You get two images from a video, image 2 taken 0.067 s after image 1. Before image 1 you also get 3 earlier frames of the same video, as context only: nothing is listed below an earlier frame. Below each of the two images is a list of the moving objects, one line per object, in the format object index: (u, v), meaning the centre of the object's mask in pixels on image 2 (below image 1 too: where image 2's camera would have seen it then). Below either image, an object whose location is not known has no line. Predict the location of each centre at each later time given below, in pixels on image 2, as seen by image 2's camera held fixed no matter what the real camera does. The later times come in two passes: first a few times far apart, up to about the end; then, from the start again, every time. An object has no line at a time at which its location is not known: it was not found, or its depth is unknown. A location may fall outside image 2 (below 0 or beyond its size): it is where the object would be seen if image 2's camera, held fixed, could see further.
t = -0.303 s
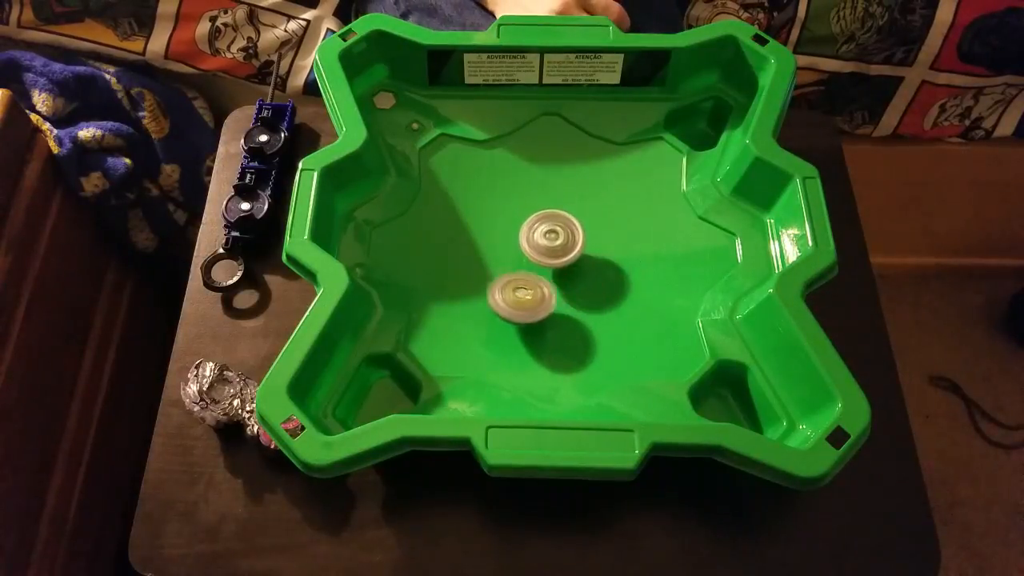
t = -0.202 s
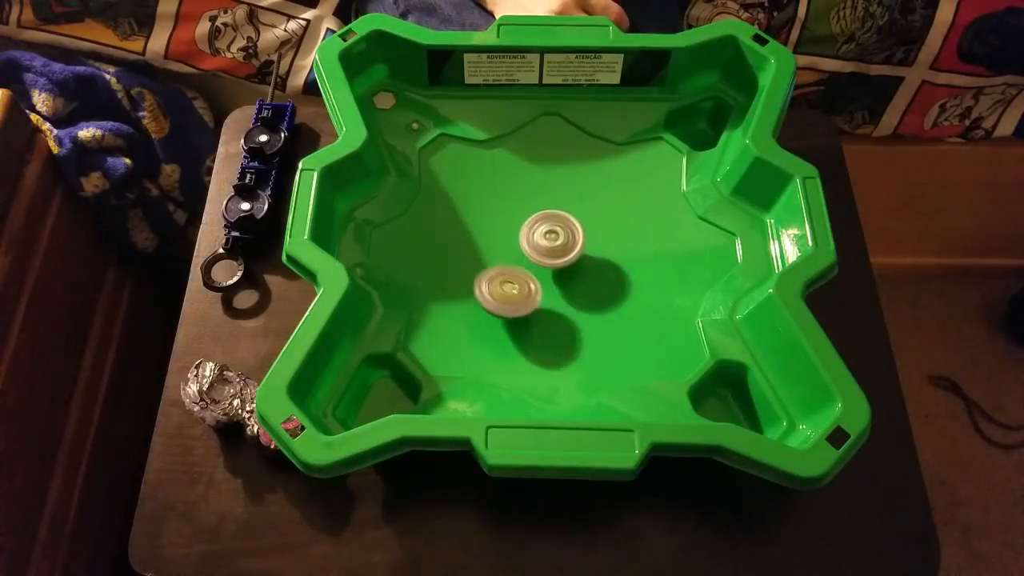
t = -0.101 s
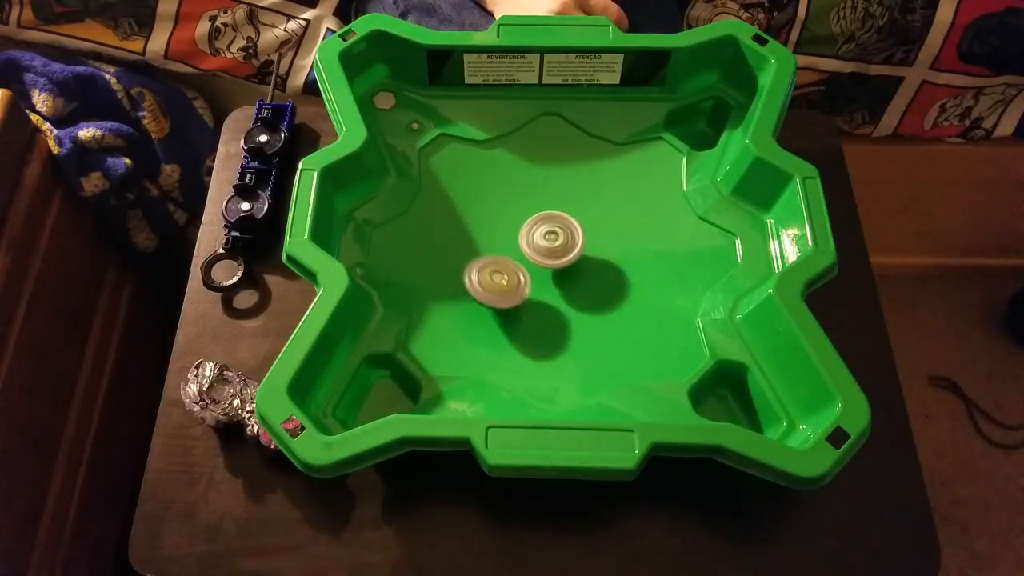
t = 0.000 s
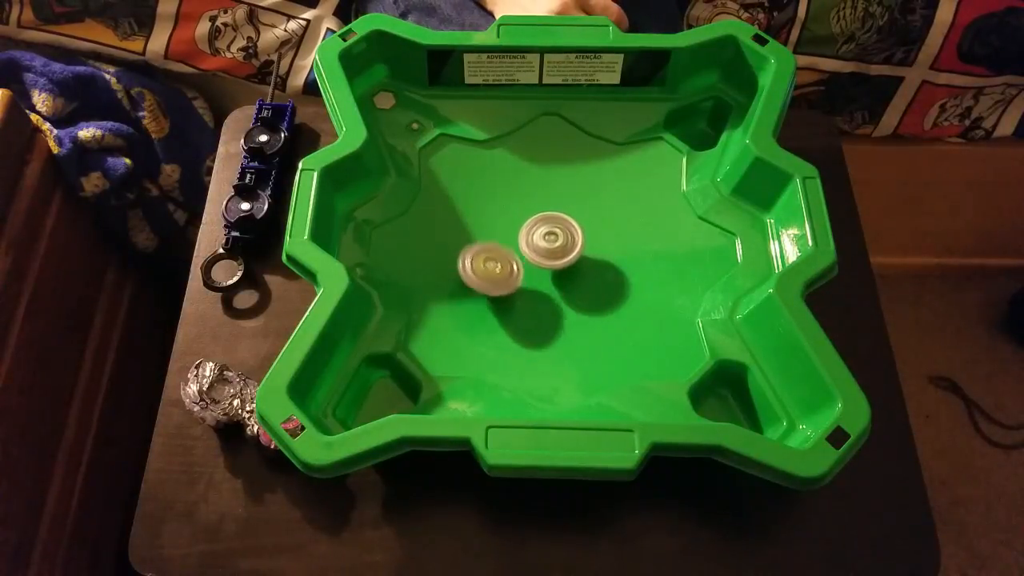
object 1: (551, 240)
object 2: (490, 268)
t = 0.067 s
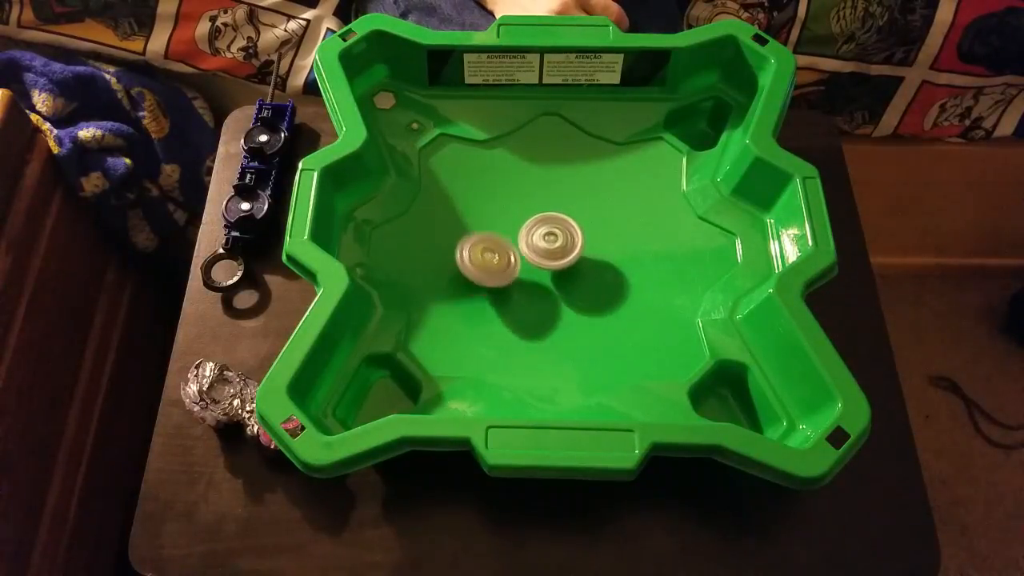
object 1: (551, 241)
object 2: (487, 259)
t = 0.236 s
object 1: (555, 242)
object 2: (485, 234)
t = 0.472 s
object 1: (555, 242)
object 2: (501, 204)
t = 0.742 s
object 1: (555, 247)
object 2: (538, 184)
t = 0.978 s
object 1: (553, 248)
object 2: (573, 188)
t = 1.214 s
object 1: (542, 251)
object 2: (608, 209)
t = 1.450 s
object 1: (532, 252)
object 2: (622, 235)
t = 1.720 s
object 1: (531, 246)
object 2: (601, 270)
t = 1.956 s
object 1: (528, 227)
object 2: (568, 292)
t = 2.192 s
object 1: (536, 223)
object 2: (531, 289)
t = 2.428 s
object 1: (553, 224)
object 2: (499, 268)
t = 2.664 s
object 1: (567, 231)
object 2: (488, 243)
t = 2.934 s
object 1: (565, 245)
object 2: (508, 214)
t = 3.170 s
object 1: (557, 256)
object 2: (535, 194)
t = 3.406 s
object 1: (545, 252)
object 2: (567, 197)
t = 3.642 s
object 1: (534, 248)
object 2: (601, 208)
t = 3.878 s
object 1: (539, 239)
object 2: (611, 234)
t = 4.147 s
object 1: (541, 233)
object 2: (599, 268)
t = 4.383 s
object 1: (542, 229)
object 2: (568, 284)
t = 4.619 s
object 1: (547, 222)
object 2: (530, 277)
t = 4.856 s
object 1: (557, 217)
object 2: (507, 252)
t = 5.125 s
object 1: (572, 223)
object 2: (504, 221)
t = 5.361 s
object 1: (569, 235)
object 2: (515, 203)
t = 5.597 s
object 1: (568, 252)
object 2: (522, 181)
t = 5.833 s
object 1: (564, 243)
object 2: (538, 188)
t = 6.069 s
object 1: (561, 269)
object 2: (554, 198)
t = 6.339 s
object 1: (557, 279)
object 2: (552, 219)
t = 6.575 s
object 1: (550, 284)
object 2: (547, 225)
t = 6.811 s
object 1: (555, 280)
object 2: (544, 216)
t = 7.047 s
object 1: (559, 276)
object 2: (548, 216)
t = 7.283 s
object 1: (559, 277)
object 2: (555, 218)
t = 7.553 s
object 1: (512, 284)
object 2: (572, 212)
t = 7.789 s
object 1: (521, 253)
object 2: (577, 217)
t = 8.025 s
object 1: (513, 238)
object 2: (582, 226)
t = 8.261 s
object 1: (514, 231)
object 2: (573, 235)
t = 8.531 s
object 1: (557, 197)
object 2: (560, 252)
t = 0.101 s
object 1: (551, 241)
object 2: (486, 254)
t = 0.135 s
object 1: (552, 241)
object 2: (485, 249)
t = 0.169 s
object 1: (554, 241)
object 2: (485, 244)
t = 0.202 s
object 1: (555, 242)
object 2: (485, 239)
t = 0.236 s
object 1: (555, 242)
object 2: (485, 234)
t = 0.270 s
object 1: (555, 243)
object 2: (486, 229)
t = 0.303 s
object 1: (555, 243)
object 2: (487, 225)
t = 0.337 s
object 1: (555, 243)
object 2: (489, 220)
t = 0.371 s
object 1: (555, 243)
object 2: (492, 216)
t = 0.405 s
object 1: (555, 243)
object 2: (494, 211)
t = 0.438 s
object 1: (554, 243)
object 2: (498, 208)
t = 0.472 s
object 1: (555, 242)
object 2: (501, 204)
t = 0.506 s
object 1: (555, 242)
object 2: (505, 201)
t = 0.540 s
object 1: (555, 242)
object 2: (509, 198)
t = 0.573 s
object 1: (555, 242)
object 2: (513, 195)
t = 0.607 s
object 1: (555, 242)
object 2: (518, 193)
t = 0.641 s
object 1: (555, 244)
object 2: (523, 190)
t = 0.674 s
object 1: (555, 245)
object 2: (528, 187)
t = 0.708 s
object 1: (555, 246)
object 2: (533, 185)
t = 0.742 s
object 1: (555, 247)
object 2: (538, 184)
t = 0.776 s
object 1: (555, 247)
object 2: (543, 184)
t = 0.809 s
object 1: (555, 248)
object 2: (548, 183)
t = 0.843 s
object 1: (554, 248)
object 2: (553, 183)
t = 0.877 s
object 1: (554, 248)
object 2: (558, 184)
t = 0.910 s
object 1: (554, 248)
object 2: (564, 185)
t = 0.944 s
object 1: (553, 248)
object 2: (568, 186)
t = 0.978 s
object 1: (553, 248)
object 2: (573, 188)
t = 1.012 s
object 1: (553, 248)
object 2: (578, 190)
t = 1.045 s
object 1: (552, 248)
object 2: (582, 193)
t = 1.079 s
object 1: (552, 247)
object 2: (587, 196)
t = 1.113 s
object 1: (552, 247)
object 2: (591, 199)
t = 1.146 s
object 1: (551, 247)
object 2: (595, 203)
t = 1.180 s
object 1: (548, 248)
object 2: (601, 206)
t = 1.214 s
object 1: (542, 251)
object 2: (608, 209)
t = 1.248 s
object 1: (538, 253)
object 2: (612, 212)
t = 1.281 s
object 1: (537, 253)
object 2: (615, 215)
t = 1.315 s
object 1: (536, 253)
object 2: (618, 219)
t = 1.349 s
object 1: (535, 253)
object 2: (620, 223)
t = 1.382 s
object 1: (534, 253)
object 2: (621, 227)
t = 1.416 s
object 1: (533, 253)
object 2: (622, 231)
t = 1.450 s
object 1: (532, 252)
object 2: (622, 235)
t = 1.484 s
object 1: (532, 252)
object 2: (621, 240)
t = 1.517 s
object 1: (531, 251)
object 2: (619, 244)
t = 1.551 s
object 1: (530, 251)
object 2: (617, 249)
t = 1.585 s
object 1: (530, 250)
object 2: (615, 253)
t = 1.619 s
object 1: (530, 249)
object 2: (612, 257)
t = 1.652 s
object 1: (530, 248)
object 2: (609, 262)
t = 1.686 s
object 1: (530, 247)
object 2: (605, 266)
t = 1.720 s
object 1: (531, 246)
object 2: (601, 270)
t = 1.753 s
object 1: (531, 245)
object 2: (596, 274)
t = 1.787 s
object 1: (531, 243)
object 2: (592, 277)
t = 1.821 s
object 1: (531, 241)
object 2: (587, 280)
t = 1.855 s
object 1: (531, 237)
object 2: (582, 284)
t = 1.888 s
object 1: (529, 232)
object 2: (578, 288)
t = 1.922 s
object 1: (528, 229)
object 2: (573, 290)
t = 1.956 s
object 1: (528, 227)
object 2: (568, 292)
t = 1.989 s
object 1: (529, 226)
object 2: (563, 293)
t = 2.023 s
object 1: (530, 225)
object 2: (558, 293)
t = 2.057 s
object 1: (531, 224)
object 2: (553, 293)
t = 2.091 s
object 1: (532, 224)
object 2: (547, 293)
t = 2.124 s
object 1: (533, 223)
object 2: (542, 292)
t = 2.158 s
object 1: (535, 223)
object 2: (536, 291)
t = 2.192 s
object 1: (536, 223)
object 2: (531, 289)
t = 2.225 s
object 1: (538, 223)
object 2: (527, 287)
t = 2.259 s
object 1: (540, 223)
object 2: (522, 284)
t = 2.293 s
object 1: (542, 224)
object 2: (518, 281)
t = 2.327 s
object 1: (543, 224)
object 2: (514, 277)
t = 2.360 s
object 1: (545, 225)
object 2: (510, 274)
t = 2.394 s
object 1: (547, 226)
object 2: (506, 270)
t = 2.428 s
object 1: (553, 224)
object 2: (499, 268)
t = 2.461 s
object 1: (558, 223)
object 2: (495, 264)
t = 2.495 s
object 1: (560, 224)
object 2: (493, 261)
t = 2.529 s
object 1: (562, 225)
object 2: (490, 258)
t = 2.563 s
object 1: (563, 226)
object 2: (489, 254)
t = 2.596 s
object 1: (565, 228)
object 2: (488, 251)
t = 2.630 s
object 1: (566, 229)
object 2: (487, 247)
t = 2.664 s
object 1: (567, 231)
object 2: (488, 243)
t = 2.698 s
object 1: (568, 233)
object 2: (488, 238)
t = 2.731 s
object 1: (568, 234)
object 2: (490, 235)
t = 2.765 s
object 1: (568, 236)
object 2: (491, 231)
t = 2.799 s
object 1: (568, 238)
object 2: (494, 227)
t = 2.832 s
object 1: (567, 240)
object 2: (497, 223)
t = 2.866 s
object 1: (567, 242)
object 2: (500, 220)
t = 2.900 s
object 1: (566, 243)
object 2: (504, 217)
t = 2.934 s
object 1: (565, 245)
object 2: (508, 214)
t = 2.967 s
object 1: (564, 247)
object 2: (512, 211)
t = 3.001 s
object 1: (564, 250)
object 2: (515, 206)
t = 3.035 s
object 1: (564, 253)
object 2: (519, 202)
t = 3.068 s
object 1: (563, 254)
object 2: (523, 200)
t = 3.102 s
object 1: (561, 255)
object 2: (526, 197)
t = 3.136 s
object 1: (559, 256)
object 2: (530, 196)
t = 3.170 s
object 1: (557, 256)
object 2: (535, 194)
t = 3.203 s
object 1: (555, 256)
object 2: (540, 193)
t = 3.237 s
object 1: (553, 256)
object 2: (544, 193)
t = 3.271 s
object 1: (552, 256)
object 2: (549, 193)
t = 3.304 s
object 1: (550, 255)
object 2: (554, 193)
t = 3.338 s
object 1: (548, 254)
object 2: (558, 194)
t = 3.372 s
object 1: (546, 253)
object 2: (562, 195)
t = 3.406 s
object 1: (545, 252)
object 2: (567, 197)
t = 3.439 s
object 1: (543, 251)
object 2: (571, 199)
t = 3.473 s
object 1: (539, 252)
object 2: (579, 198)
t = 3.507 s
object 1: (536, 253)
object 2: (585, 199)
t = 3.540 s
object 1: (534, 253)
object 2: (589, 201)
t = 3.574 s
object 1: (534, 251)
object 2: (594, 202)
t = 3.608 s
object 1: (534, 250)
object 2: (597, 205)
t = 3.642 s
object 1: (534, 248)
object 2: (601, 208)
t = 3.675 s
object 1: (535, 247)
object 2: (604, 211)
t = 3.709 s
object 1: (536, 245)
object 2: (606, 214)
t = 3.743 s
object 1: (537, 244)
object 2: (608, 218)
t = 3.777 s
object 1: (538, 243)
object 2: (609, 221)
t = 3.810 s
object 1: (539, 241)
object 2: (609, 225)
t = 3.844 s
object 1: (541, 240)
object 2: (609, 230)
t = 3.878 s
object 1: (539, 239)
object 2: (611, 234)
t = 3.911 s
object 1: (538, 238)
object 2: (611, 239)
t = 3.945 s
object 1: (540, 237)
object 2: (610, 243)
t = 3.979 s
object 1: (539, 236)
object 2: (610, 248)
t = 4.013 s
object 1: (538, 235)
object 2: (609, 252)
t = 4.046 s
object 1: (538, 234)
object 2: (607, 257)
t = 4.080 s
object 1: (539, 234)
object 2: (604, 260)
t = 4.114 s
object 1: (540, 234)
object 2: (601, 264)
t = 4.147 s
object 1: (541, 233)
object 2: (599, 268)
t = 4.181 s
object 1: (541, 233)
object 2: (595, 272)
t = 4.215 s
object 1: (541, 232)
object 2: (591, 275)
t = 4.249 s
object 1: (541, 230)
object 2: (587, 278)
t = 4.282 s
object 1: (541, 230)
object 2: (583, 280)
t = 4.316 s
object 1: (542, 230)
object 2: (578, 281)
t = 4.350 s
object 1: (542, 230)
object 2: (573, 283)
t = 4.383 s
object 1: (542, 229)
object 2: (568, 284)
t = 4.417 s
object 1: (542, 227)
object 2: (562, 285)
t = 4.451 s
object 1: (543, 226)
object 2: (557, 285)
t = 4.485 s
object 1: (543, 226)
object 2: (551, 284)
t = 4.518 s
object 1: (544, 225)
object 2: (546, 284)
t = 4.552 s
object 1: (546, 223)
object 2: (540, 283)
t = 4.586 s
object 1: (547, 222)
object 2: (535, 280)
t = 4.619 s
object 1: (547, 222)
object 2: (530, 277)
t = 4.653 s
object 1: (550, 220)
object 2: (524, 275)
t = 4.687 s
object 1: (553, 217)
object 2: (519, 273)
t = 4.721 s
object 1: (554, 217)
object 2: (516, 269)
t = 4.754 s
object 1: (555, 217)
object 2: (513, 265)
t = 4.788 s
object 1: (556, 216)
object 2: (510, 261)
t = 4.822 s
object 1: (556, 216)
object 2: (509, 256)
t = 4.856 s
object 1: (557, 217)
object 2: (507, 252)
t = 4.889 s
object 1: (561, 216)
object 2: (504, 248)
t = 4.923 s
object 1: (566, 217)
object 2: (502, 244)
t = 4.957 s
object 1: (567, 218)
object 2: (501, 240)
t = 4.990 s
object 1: (568, 219)
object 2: (502, 236)
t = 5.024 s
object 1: (569, 219)
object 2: (502, 232)
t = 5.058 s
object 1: (569, 221)
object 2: (503, 228)
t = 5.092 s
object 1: (571, 222)
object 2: (503, 225)
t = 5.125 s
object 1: (572, 223)
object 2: (504, 221)
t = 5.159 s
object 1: (572, 225)
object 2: (506, 218)
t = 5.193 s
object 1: (572, 227)
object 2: (507, 215)
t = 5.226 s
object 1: (572, 229)
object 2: (508, 212)
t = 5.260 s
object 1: (573, 231)
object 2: (508, 208)
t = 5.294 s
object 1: (572, 232)
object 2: (510, 206)
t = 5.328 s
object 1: (570, 234)
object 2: (512, 204)
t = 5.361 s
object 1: (569, 235)
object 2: (515, 203)
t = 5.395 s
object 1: (569, 237)
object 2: (516, 200)
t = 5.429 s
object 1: (568, 238)
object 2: (517, 199)
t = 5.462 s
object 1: (566, 239)
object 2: (520, 197)
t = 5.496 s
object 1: (568, 244)
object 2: (519, 190)
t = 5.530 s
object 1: (570, 249)
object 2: (520, 184)
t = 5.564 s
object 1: (569, 252)
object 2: (521, 182)
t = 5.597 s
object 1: (568, 252)
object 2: (522, 181)
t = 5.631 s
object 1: (566, 251)
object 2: (524, 180)
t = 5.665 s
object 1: (565, 250)
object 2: (526, 180)
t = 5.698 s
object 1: (565, 249)
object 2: (528, 181)
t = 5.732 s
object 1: (564, 247)
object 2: (531, 182)
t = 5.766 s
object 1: (564, 246)
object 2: (533, 184)
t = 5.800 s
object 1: (564, 244)
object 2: (536, 186)
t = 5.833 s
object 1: (564, 243)
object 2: (538, 188)
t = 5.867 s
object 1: (564, 245)
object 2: (541, 189)
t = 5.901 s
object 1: (564, 251)
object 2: (544, 190)
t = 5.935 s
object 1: (564, 254)
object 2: (546, 193)
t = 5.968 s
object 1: (563, 255)
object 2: (548, 196)
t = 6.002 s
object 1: (563, 256)
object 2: (549, 199)
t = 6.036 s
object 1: (563, 259)
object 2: (551, 200)
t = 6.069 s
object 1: (561, 269)
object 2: (554, 198)
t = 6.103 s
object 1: (560, 276)
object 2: (556, 198)
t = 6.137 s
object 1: (558, 279)
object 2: (556, 201)
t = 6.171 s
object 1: (557, 280)
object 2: (555, 203)
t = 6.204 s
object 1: (557, 280)
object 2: (555, 206)
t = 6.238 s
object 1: (557, 279)
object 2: (555, 209)
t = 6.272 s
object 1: (557, 279)
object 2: (555, 212)
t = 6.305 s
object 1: (557, 279)
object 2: (553, 215)
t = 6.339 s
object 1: (557, 279)
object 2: (552, 219)
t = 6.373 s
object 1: (556, 278)
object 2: (550, 222)
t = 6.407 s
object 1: (556, 278)
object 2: (549, 224)
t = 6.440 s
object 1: (555, 280)
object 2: (548, 225)
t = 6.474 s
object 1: (553, 282)
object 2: (548, 226)
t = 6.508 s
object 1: (552, 285)
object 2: (548, 227)
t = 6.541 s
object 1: (551, 285)
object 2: (548, 225)
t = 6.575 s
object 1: (550, 284)
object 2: (547, 225)
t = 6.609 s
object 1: (551, 284)
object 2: (545, 224)
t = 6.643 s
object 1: (552, 282)
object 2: (545, 223)
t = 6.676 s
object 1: (552, 282)
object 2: (544, 220)
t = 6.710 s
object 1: (552, 282)
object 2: (544, 220)
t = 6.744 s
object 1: (553, 281)
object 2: (543, 219)
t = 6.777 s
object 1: (554, 281)
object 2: (543, 217)
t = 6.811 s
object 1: (555, 280)
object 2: (544, 216)
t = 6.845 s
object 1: (555, 280)
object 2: (544, 216)
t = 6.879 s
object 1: (557, 279)
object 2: (544, 215)
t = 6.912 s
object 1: (557, 279)
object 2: (545, 215)
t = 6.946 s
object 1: (558, 278)
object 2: (546, 215)
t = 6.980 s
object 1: (558, 277)
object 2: (547, 215)
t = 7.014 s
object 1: (559, 277)
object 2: (547, 215)
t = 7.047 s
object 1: (559, 276)
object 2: (548, 216)
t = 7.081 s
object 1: (559, 279)
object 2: (551, 215)
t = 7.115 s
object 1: (558, 280)
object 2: (552, 216)
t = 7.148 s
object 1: (558, 280)
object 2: (551, 215)
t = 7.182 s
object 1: (558, 279)
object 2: (553, 216)
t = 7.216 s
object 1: (558, 279)
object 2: (554, 216)
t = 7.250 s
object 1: (558, 278)
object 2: (554, 217)
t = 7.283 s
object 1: (559, 277)
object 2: (555, 218)
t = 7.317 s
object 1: (559, 276)
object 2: (555, 219)
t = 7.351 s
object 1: (559, 276)
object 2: (555, 221)
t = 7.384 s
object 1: (558, 277)
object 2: (557, 221)
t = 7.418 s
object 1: (549, 279)
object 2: (563, 217)
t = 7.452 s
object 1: (537, 284)
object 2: (568, 214)
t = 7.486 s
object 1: (527, 284)
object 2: (570, 213)
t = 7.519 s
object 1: (519, 285)
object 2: (571, 213)
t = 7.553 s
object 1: (512, 284)
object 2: (572, 212)
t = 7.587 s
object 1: (509, 281)
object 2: (574, 212)
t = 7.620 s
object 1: (508, 277)
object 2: (575, 212)
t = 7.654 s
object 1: (510, 272)
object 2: (576, 212)
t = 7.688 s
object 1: (512, 267)
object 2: (576, 214)
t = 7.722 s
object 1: (515, 262)
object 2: (577, 215)
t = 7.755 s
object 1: (519, 258)
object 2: (577, 216)
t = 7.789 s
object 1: (521, 253)
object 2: (577, 217)
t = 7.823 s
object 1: (519, 249)
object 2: (583, 217)
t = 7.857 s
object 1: (516, 250)
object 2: (585, 218)
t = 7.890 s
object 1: (513, 247)
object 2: (584, 220)
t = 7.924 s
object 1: (512, 245)
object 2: (583, 221)
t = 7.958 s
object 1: (512, 241)
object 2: (581, 222)
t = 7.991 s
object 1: (514, 239)
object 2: (581, 224)
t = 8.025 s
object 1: (513, 238)
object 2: (582, 226)
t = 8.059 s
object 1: (511, 236)
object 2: (581, 228)
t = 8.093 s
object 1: (510, 235)
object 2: (579, 229)
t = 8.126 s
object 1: (511, 234)
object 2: (578, 230)
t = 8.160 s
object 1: (513, 234)
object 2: (577, 231)
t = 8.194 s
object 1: (514, 233)
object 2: (574, 232)
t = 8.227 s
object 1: (516, 234)
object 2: (573, 232)
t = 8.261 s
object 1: (514, 231)
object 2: (573, 235)
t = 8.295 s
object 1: (515, 225)
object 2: (574, 239)
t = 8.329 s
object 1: (518, 220)
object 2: (572, 242)
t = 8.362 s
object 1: (521, 215)
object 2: (571, 243)
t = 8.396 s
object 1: (525, 212)
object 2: (571, 243)
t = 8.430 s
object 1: (531, 210)
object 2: (569, 244)
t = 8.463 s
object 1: (534, 207)
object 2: (567, 245)
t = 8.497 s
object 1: (545, 202)
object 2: (563, 247)
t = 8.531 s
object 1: (557, 197)
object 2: (560, 252)
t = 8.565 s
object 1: (564, 191)
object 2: (555, 259)
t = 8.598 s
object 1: (571, 185)
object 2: (551, 262)
